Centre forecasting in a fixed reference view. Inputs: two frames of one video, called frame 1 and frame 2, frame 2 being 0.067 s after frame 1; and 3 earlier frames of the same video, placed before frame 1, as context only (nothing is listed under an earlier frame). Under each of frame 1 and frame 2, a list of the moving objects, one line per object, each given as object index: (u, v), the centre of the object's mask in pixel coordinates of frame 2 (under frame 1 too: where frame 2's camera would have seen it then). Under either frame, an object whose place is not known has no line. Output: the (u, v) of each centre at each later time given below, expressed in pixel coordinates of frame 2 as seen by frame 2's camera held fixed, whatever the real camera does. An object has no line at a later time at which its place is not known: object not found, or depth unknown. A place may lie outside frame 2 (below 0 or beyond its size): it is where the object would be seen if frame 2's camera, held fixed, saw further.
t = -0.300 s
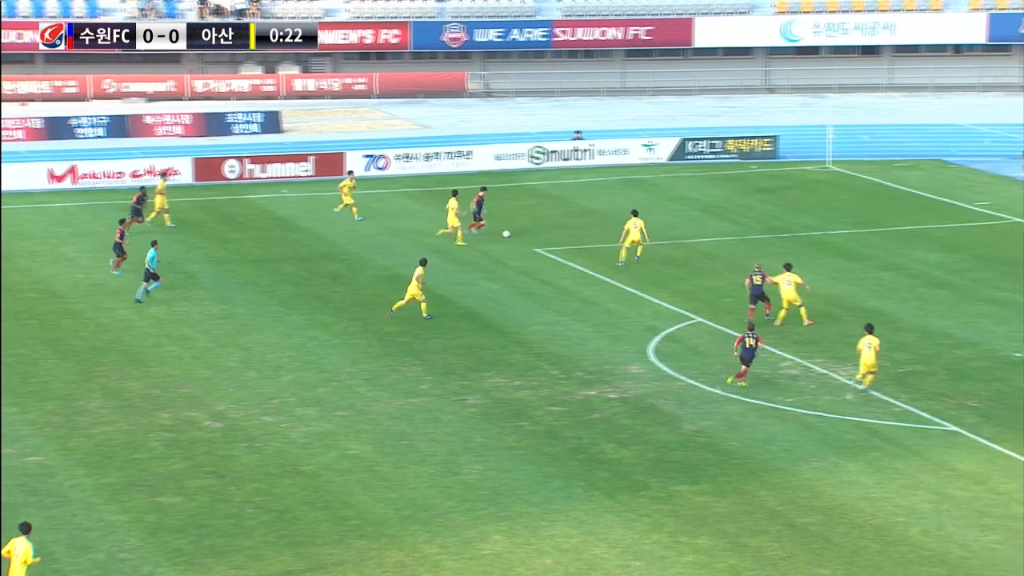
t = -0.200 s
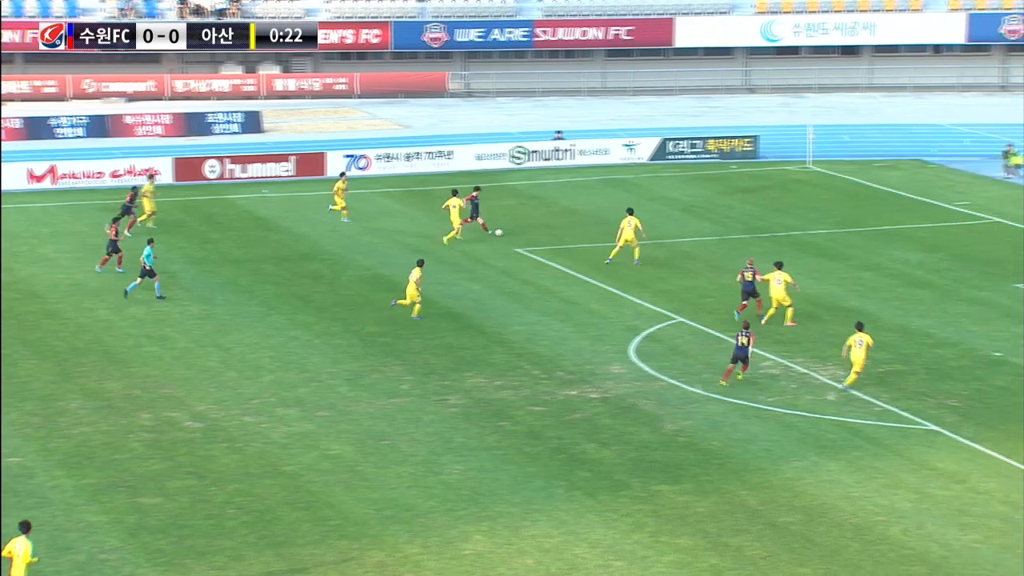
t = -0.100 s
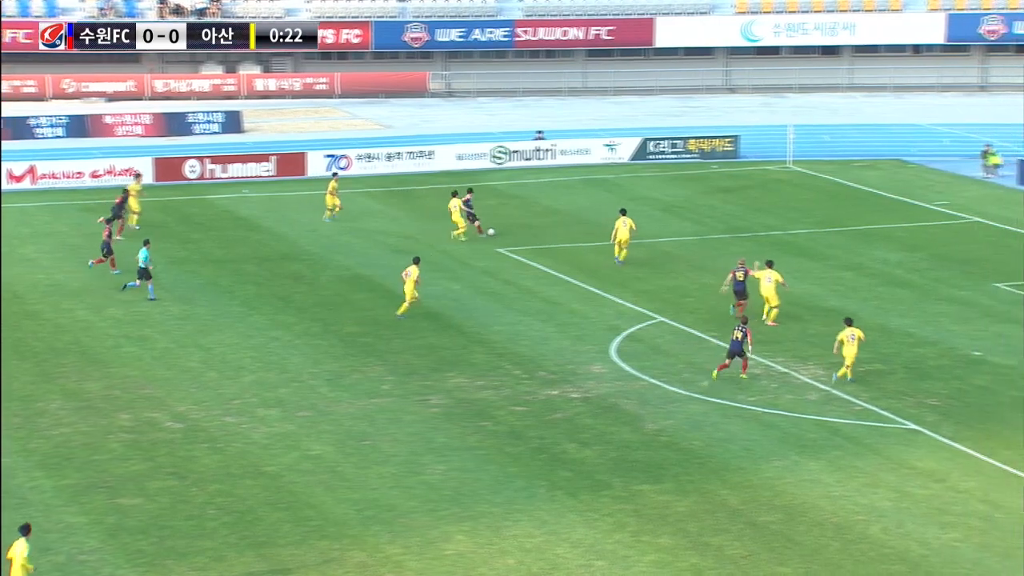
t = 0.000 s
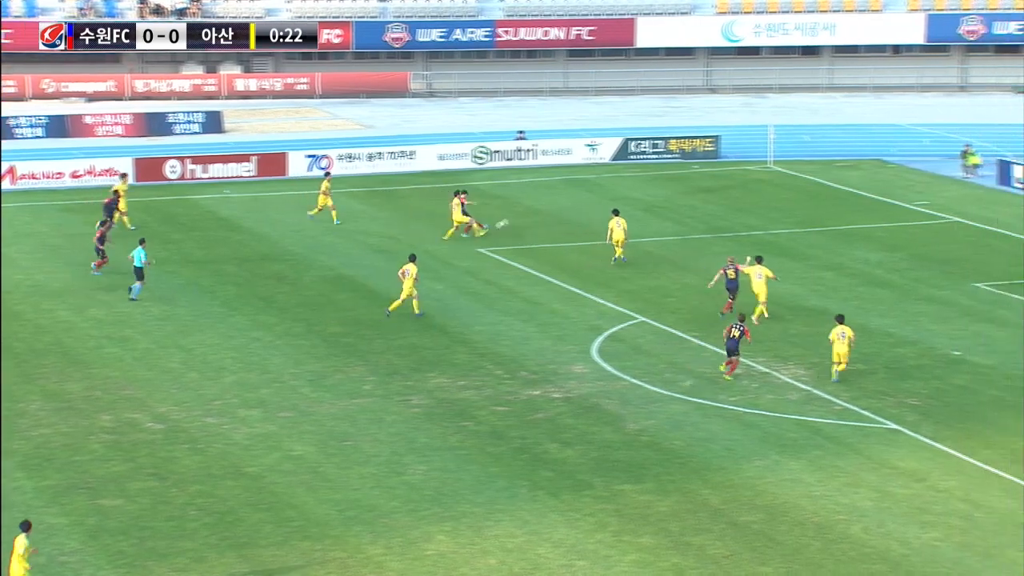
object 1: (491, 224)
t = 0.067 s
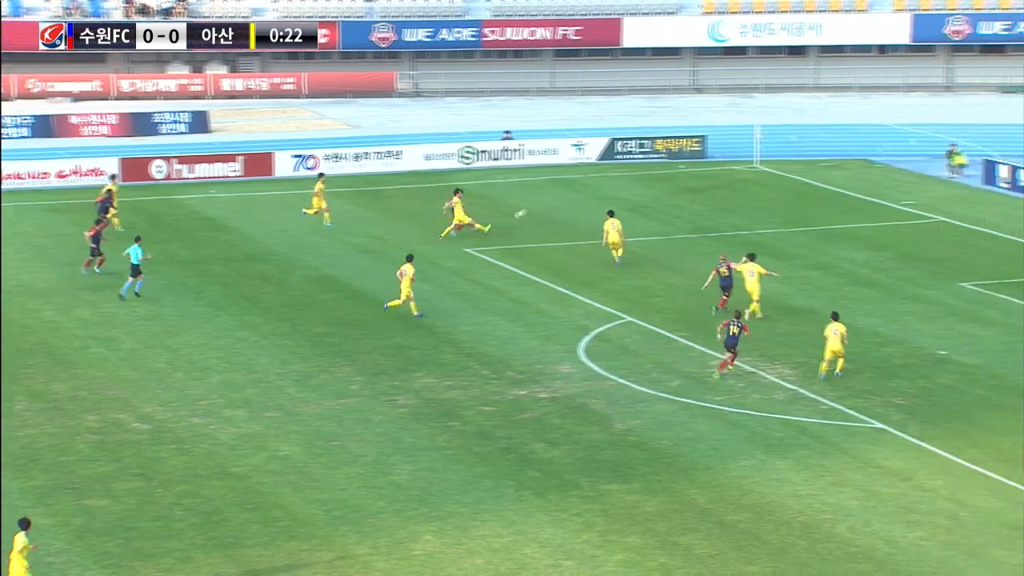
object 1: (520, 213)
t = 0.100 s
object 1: (535, 209)
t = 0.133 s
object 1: (549, 205)
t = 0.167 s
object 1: (563, 202)
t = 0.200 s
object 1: (577, 197)
